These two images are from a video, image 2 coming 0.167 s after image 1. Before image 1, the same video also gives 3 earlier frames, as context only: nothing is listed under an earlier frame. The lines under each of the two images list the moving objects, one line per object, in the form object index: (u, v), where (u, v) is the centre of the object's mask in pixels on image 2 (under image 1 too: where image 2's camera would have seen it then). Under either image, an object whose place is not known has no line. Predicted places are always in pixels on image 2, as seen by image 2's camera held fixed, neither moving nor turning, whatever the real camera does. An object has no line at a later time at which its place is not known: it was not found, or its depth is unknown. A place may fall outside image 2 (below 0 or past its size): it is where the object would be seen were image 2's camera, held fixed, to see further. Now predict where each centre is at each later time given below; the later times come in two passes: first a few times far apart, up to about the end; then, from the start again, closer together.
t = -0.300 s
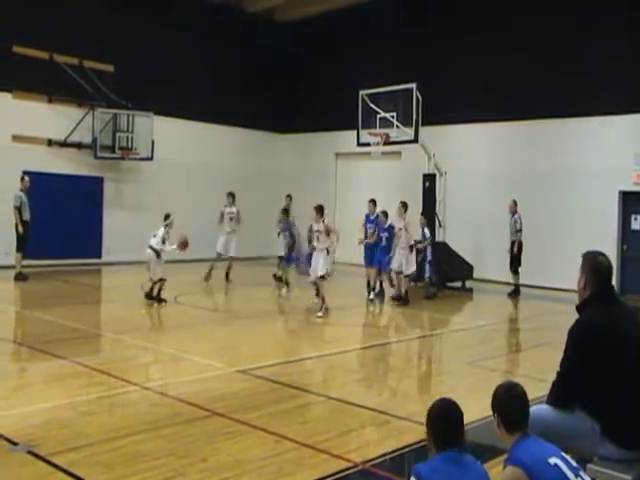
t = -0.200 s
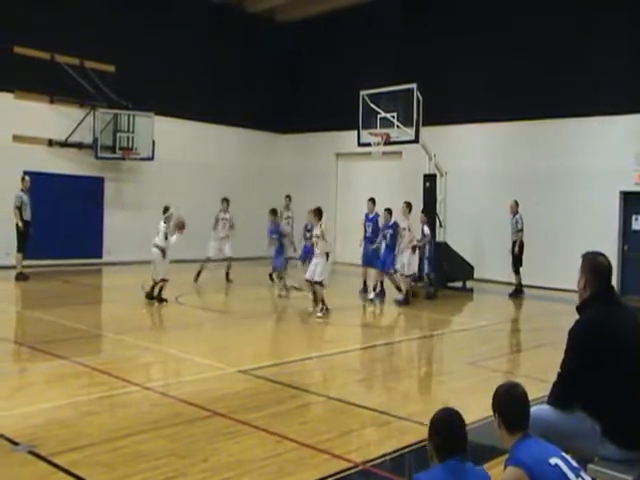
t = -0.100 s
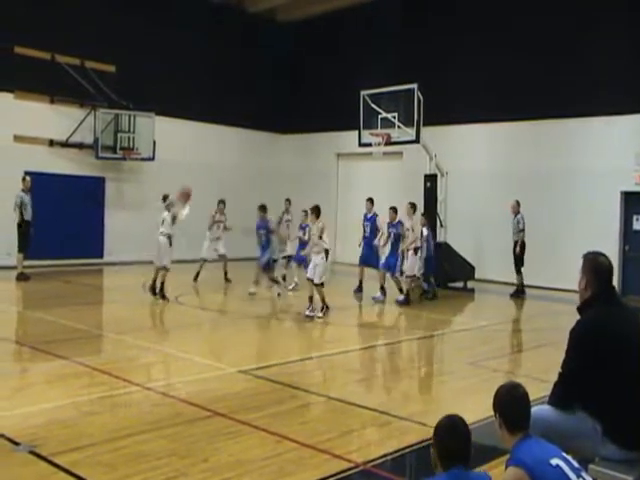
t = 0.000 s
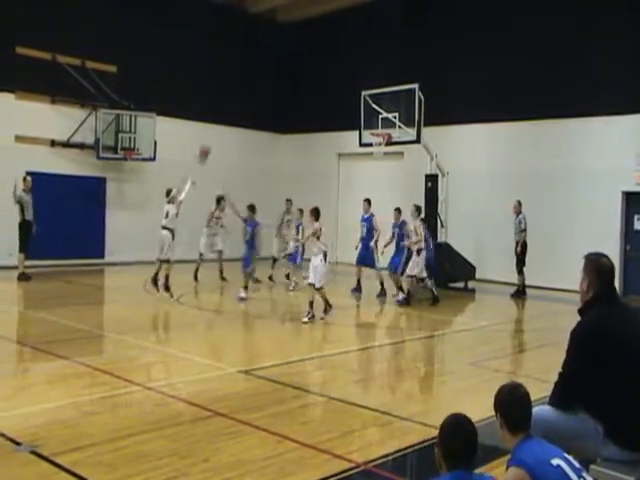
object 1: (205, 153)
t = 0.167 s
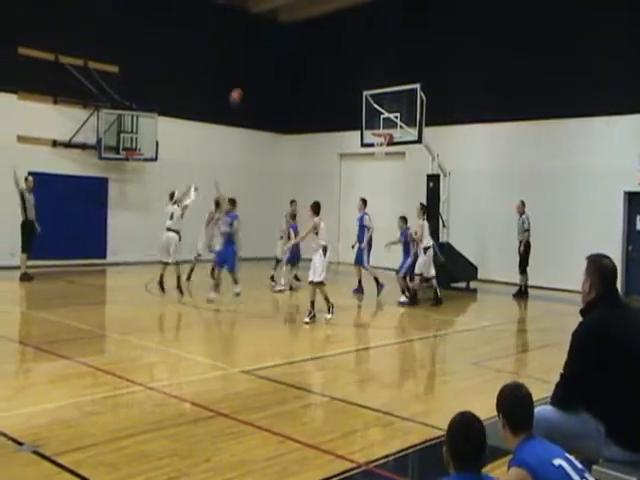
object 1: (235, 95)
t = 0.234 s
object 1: (247, 79)
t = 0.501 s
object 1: (287, 45)
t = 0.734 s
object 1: (319, 48)
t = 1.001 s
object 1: (350, 86)
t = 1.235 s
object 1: (360, 126)
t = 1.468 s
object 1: (327, 138)
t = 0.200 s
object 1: (241, 87)
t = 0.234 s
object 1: (247, 79)
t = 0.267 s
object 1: (252, 72)
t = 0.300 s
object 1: (257, 66)
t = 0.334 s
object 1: (263, 61)
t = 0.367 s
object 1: (268, 56)
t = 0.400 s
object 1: (273, 52)
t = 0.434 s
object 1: (278, 49)
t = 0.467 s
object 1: (282, 46)
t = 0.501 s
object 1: (287, 45)
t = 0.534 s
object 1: (292, 43)
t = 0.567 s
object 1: (296, 43)
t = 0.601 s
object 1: (301, 43)
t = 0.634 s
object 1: (306, 43)
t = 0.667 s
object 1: (310, 44)
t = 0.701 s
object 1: (314, 46)
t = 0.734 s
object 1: (319, 48)
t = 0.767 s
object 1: (323, 51)
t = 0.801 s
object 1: (327, 55)
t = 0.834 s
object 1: (330, 58)
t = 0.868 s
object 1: (334, 63)
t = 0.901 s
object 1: (338, 68)
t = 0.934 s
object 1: (342, 73)
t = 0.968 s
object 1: (346, 80)
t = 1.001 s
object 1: (350, 86)
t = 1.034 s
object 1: (353, 92)
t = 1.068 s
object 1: (356, 100)
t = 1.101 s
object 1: (360, 108)
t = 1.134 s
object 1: (363, 118)
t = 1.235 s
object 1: (360, 126)
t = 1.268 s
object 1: (355, 127)
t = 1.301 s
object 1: (351, 127)
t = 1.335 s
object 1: (346, 128)
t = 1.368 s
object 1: (342, 130)
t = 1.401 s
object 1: (337, 131)
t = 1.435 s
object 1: (332, 134)
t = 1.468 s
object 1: (327, 138)
